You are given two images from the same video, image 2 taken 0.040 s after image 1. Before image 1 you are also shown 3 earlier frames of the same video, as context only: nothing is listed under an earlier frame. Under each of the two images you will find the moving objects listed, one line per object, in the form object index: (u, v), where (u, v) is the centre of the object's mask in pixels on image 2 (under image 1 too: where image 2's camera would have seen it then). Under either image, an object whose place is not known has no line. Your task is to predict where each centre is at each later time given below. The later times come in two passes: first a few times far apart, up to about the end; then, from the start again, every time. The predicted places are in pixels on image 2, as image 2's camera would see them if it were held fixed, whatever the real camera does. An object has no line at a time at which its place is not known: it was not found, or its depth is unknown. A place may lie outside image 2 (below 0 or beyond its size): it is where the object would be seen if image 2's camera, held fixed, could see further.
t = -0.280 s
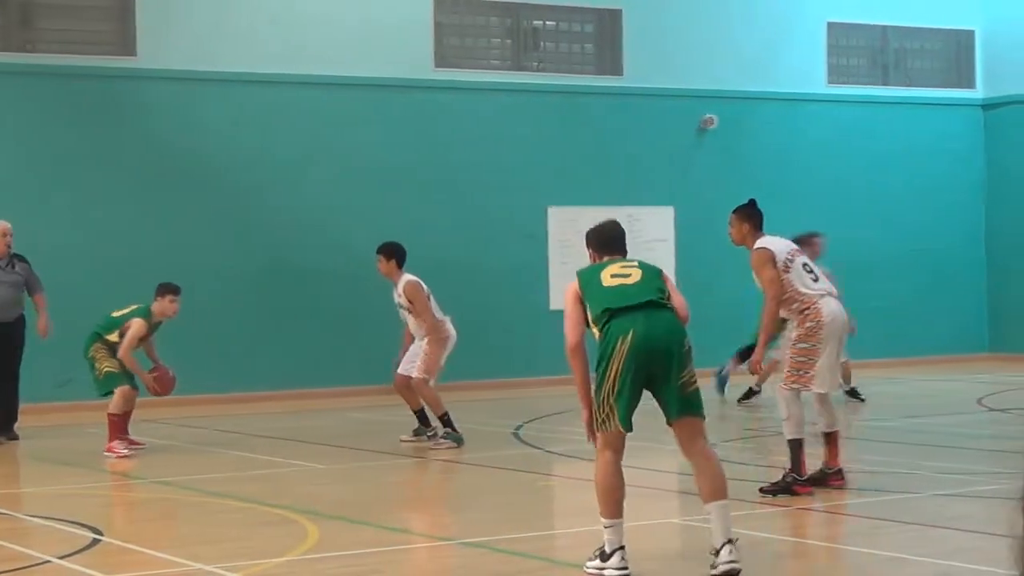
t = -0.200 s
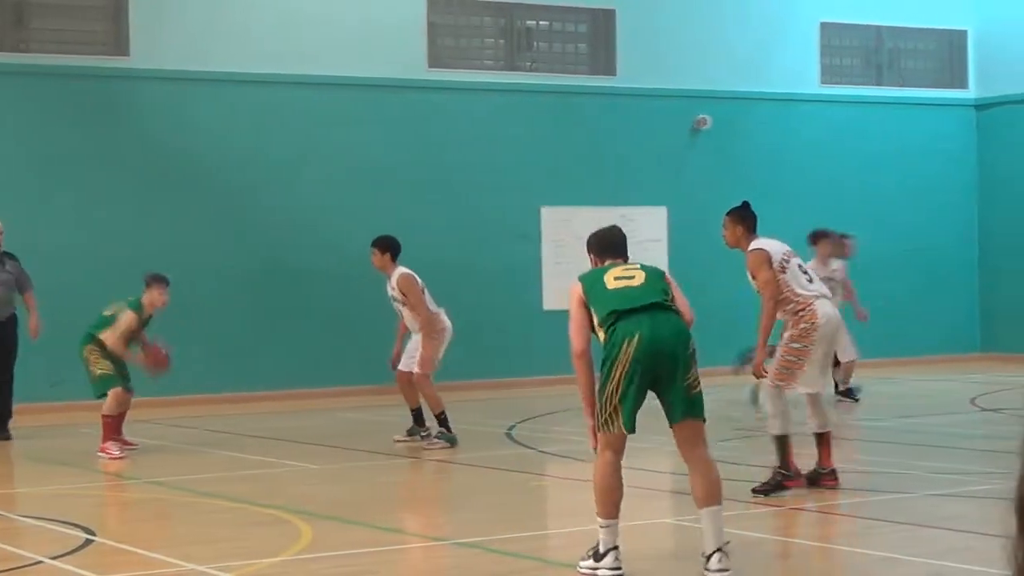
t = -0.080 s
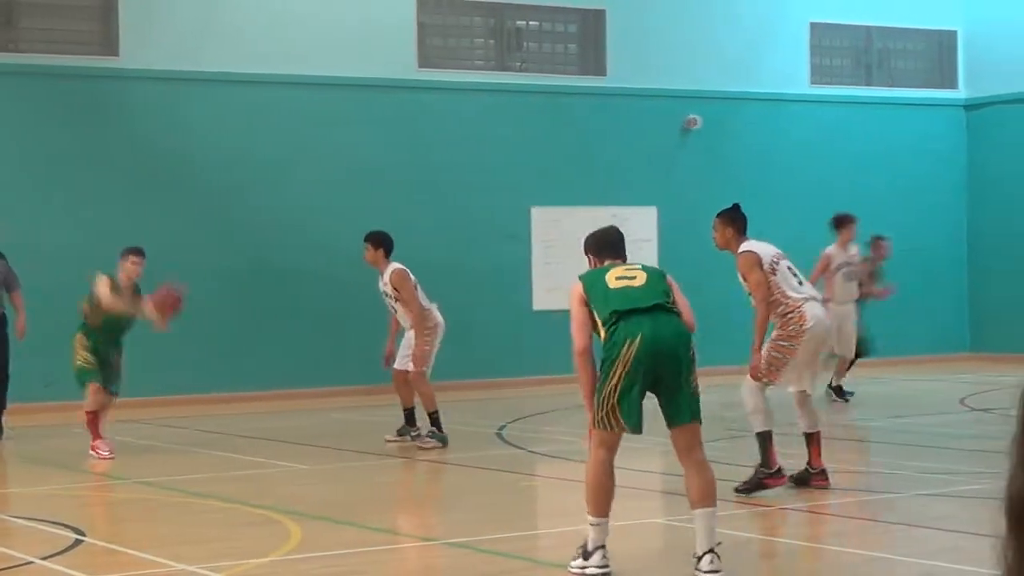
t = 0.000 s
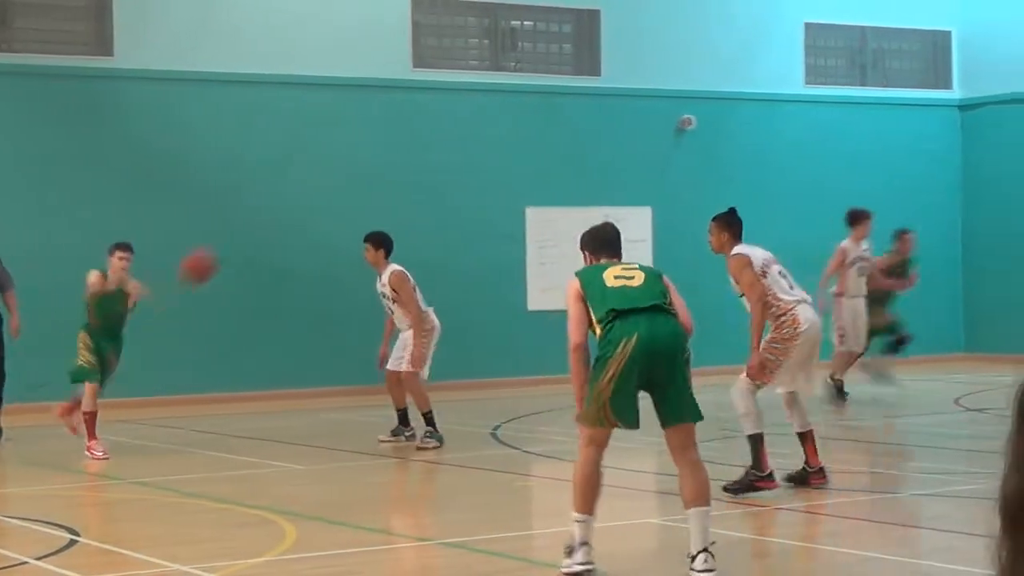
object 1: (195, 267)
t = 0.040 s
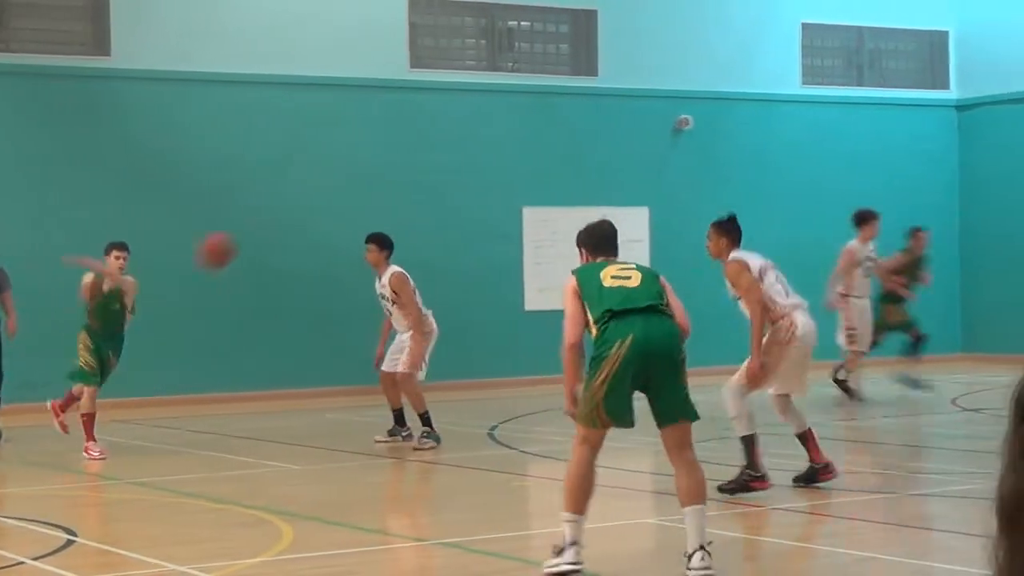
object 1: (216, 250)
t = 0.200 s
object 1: (311, 202)
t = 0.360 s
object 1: (435, 183)
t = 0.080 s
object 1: (238, 236)
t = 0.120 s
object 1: (260, 224)
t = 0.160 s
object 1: (284, 213)
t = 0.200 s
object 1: (311, 202)
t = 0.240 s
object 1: (340, 195)
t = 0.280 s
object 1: (368, 189)
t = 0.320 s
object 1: (402, 186)
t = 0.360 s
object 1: (435, 183)
